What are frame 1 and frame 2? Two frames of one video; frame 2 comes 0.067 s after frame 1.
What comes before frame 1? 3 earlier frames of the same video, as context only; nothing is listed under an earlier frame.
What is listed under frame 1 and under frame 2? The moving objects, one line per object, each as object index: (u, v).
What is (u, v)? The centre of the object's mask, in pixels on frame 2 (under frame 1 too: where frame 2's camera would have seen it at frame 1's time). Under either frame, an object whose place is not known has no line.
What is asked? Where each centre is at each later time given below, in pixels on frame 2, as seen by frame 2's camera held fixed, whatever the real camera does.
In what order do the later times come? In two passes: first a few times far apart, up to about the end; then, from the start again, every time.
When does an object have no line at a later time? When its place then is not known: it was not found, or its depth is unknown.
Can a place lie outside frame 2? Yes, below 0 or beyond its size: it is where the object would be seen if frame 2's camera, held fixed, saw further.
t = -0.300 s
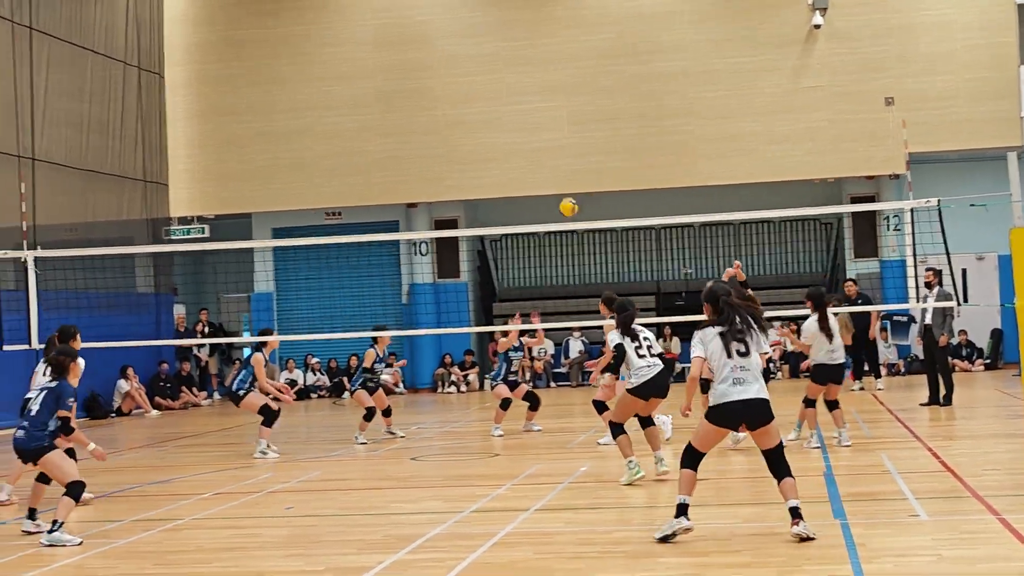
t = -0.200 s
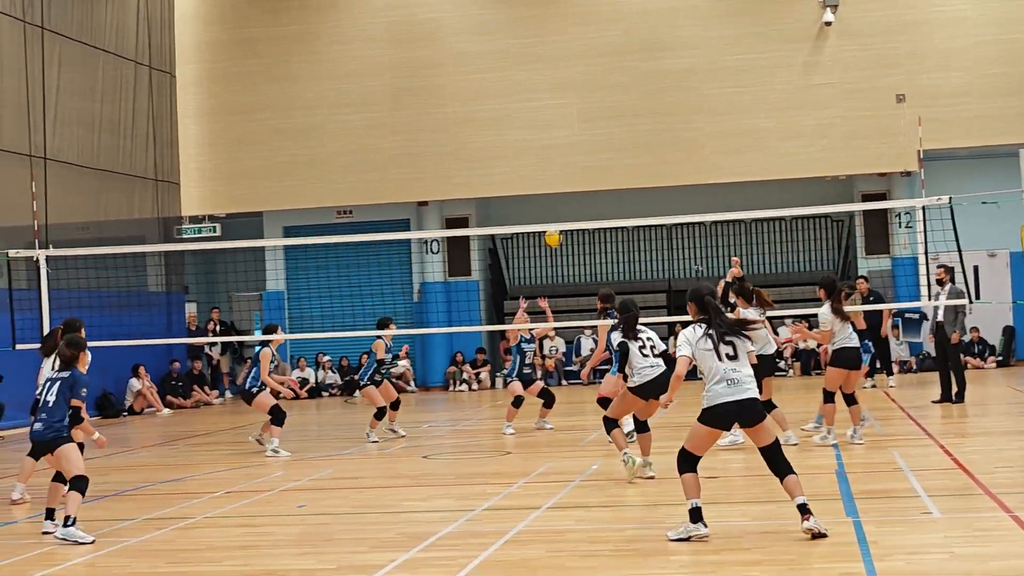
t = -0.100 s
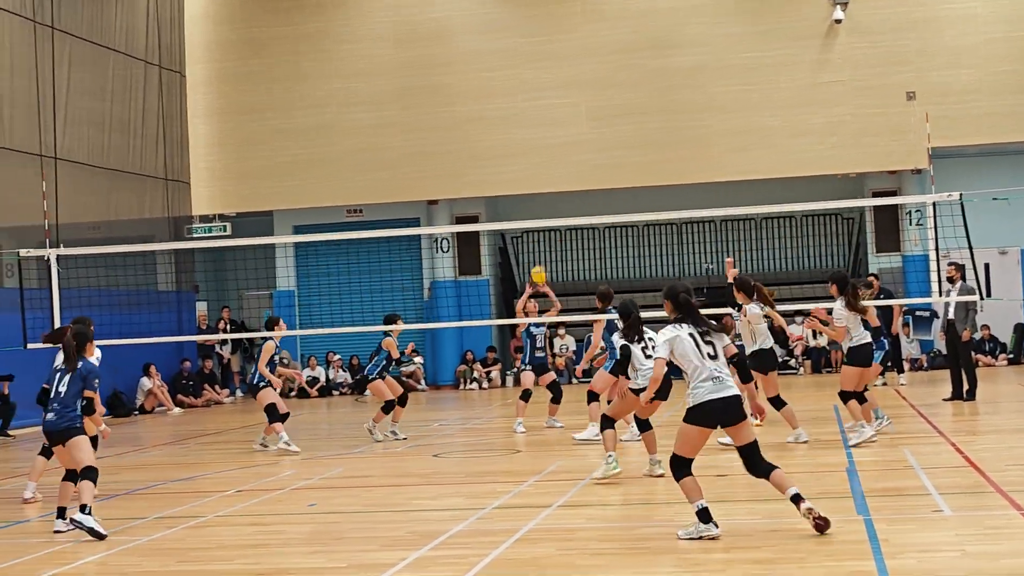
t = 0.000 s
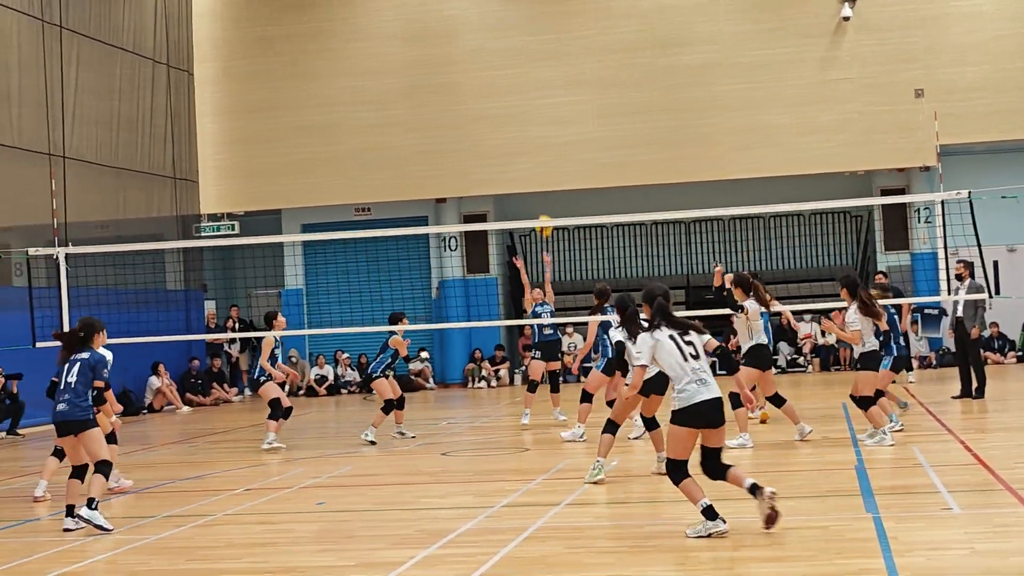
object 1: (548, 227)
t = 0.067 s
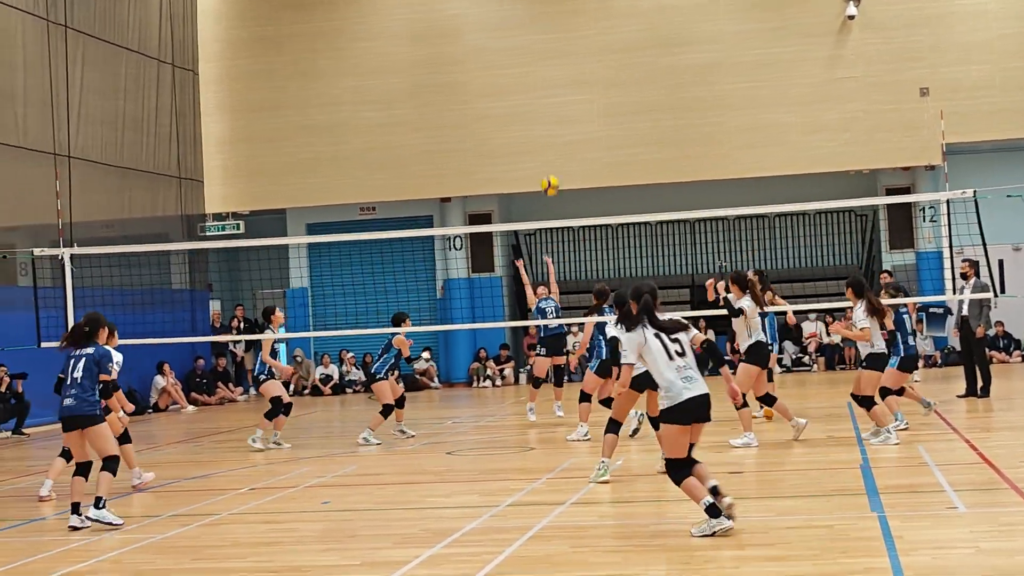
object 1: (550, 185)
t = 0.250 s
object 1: (557, 97)
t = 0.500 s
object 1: (569, 24)
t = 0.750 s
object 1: (583, 4)
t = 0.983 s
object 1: (599, 32)
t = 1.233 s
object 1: (618, 115)
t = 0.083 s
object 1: (551, 176)
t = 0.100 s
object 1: (551, 167)
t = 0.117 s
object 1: (552, 159)
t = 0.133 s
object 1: (552, 150)
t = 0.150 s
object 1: (553, 142)
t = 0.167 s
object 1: (553, 133)
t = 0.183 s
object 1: (554, 125)
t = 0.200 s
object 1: (555, 118)
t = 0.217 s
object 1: (556, 111)
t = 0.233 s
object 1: (557, 104)
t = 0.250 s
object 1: (557, 97)
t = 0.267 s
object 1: (558, 90)
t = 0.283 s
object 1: (559, 84)
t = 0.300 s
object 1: (560, 78)
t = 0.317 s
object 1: (561, 72)
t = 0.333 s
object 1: (561, 67)
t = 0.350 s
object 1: (562, 61)
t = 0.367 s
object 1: (563, 56)
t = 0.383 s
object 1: (564, 51)
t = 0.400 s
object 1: (564, 47)
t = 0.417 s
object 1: (565, 42)
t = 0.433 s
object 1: (566, 39)
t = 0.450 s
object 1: (567, 35)
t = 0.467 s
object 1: (568, 31)
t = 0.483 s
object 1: (569, 28)
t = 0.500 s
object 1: (569, 24)
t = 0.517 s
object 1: (570, 22)
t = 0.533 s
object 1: (571, 19)
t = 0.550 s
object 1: (572, 16)
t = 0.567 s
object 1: (573, 14)
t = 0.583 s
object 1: (574, 12)
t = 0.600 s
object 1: (575, 10)
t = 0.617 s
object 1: (576, 8)
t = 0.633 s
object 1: (576, 7)
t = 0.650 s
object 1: (577, 6)
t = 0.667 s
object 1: (578, 5)
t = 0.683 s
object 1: (579, 5)
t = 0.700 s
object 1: (581, 4)
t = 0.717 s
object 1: (582, 4)
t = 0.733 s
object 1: (582, 3)
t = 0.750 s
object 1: (583, 4)
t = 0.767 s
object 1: (584, 4)
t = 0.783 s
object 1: (585, 5)
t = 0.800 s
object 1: (586, 6)
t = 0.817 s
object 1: (587, 7)
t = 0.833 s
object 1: (588, 8)
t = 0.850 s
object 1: (590, 10)
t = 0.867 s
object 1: (591, 12)
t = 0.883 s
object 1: (592, 15)
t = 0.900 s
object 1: (593, 17)
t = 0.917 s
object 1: (594, 20)
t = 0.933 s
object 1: (595, 23)
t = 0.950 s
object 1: (596, 26)
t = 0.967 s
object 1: (598, 29)
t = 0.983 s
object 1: (599, 32)
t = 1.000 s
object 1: (600, 36)
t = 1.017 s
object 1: (601, 41)
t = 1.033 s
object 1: (603, 44)
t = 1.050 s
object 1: (604, 49)
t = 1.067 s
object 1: (605, 54)
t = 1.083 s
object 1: (606, 59)
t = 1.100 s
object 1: (608, 64)
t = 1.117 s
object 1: (608, 69)
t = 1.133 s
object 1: (610, 75)
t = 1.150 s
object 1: (611, 81)
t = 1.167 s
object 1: (613, 87)
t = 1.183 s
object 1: (614, 93)
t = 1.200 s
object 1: (615, 100)
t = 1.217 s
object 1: (617, 107)
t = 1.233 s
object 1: (618, 115)
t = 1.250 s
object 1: (619, 122)
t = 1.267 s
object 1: (621, 130)
